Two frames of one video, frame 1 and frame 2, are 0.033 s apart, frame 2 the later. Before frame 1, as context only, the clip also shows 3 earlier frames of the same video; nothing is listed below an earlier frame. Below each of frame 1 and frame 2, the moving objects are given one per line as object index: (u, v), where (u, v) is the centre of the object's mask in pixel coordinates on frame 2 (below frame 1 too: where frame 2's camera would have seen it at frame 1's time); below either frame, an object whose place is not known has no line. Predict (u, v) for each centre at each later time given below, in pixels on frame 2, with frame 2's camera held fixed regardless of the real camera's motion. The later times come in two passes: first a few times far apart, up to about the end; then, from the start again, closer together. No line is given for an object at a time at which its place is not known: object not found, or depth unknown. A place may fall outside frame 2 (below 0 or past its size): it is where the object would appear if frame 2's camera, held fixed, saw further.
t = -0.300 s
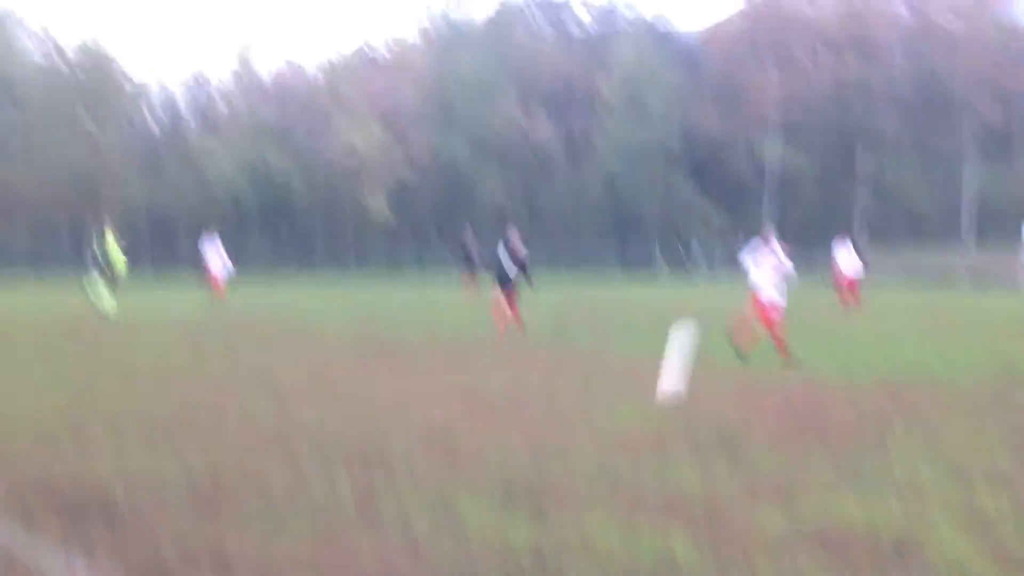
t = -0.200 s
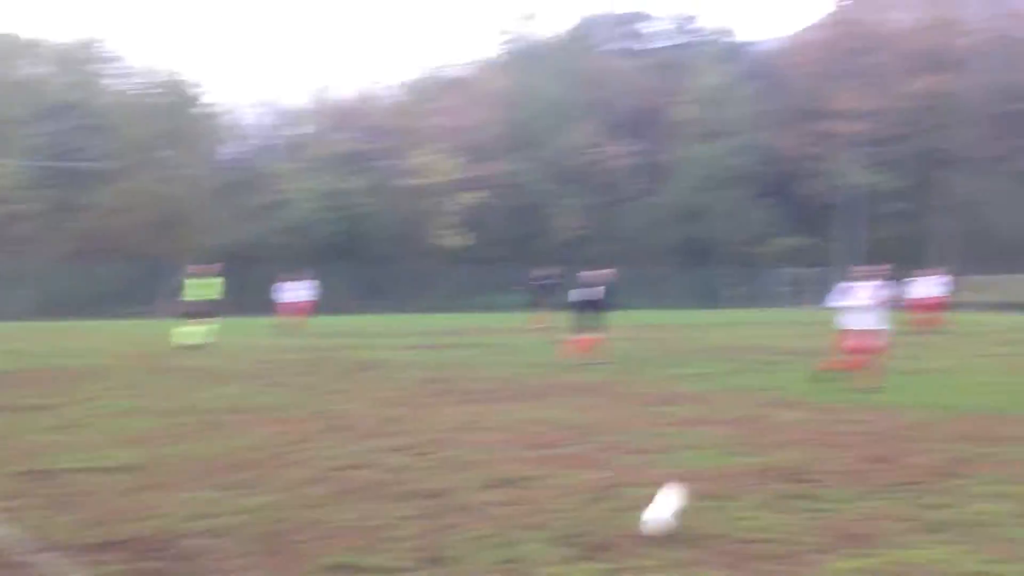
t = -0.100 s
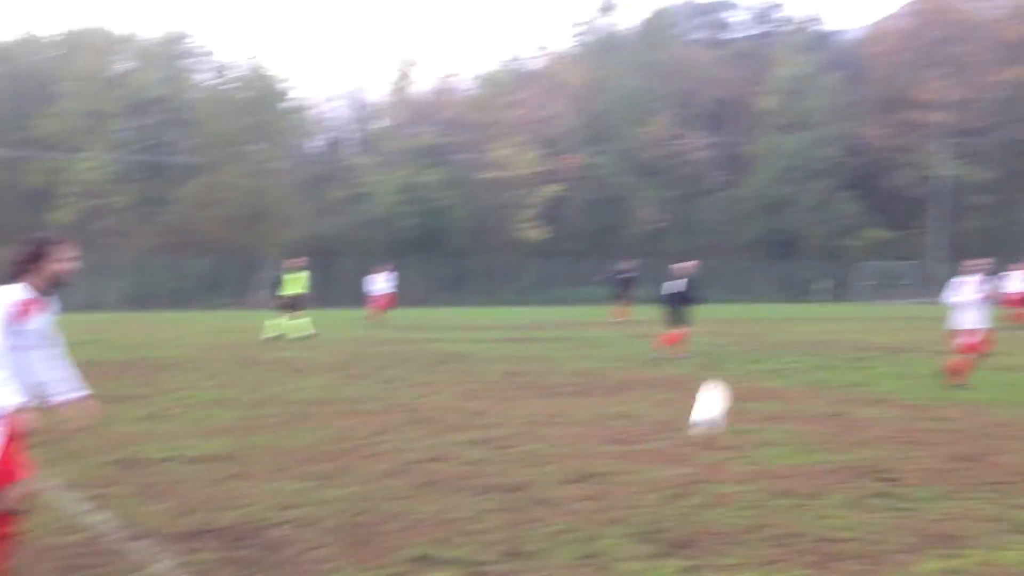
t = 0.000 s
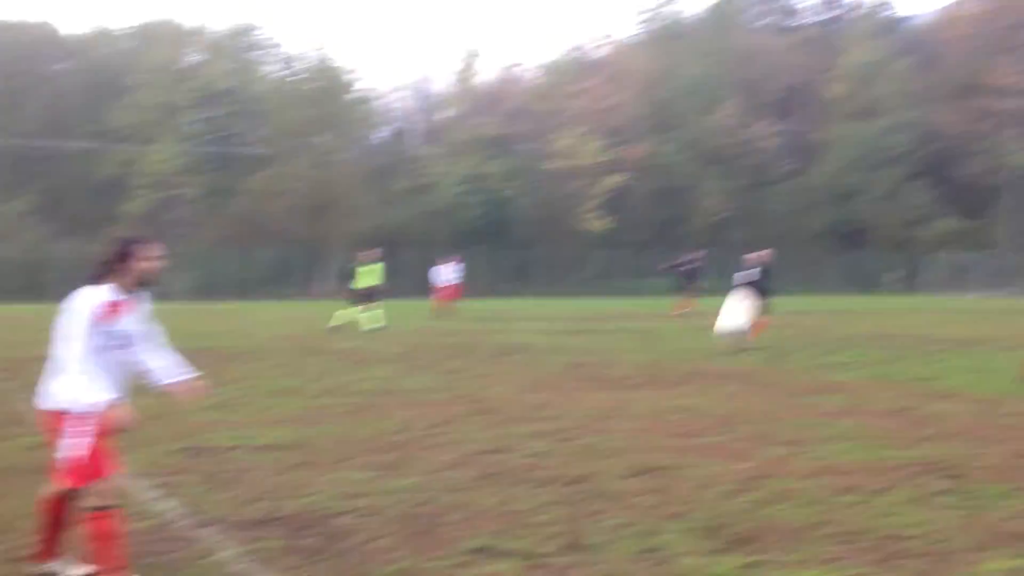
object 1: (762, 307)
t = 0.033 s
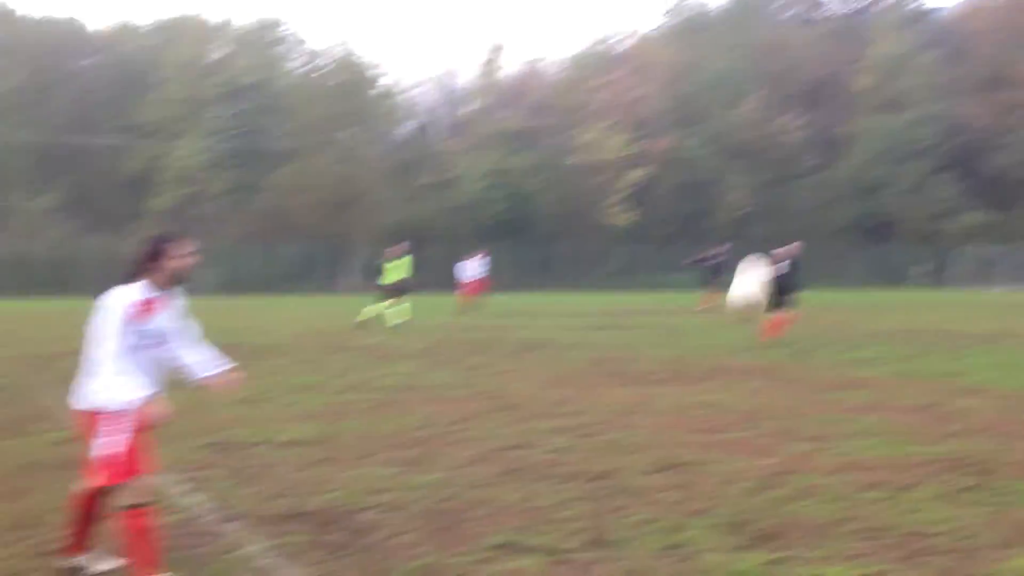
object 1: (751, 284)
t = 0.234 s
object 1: (664, 176)
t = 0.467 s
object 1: (564, 137)
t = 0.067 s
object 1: (737, 260)
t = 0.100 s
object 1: (722, 237)
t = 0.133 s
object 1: (709, 221)
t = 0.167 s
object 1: (694, 206)
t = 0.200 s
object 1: (676, 190)
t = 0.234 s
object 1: (664, 176)
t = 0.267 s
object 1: (650, 164)
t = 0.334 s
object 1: (620, 146)
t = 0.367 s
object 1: (606, 141)
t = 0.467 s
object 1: (564, 137)
